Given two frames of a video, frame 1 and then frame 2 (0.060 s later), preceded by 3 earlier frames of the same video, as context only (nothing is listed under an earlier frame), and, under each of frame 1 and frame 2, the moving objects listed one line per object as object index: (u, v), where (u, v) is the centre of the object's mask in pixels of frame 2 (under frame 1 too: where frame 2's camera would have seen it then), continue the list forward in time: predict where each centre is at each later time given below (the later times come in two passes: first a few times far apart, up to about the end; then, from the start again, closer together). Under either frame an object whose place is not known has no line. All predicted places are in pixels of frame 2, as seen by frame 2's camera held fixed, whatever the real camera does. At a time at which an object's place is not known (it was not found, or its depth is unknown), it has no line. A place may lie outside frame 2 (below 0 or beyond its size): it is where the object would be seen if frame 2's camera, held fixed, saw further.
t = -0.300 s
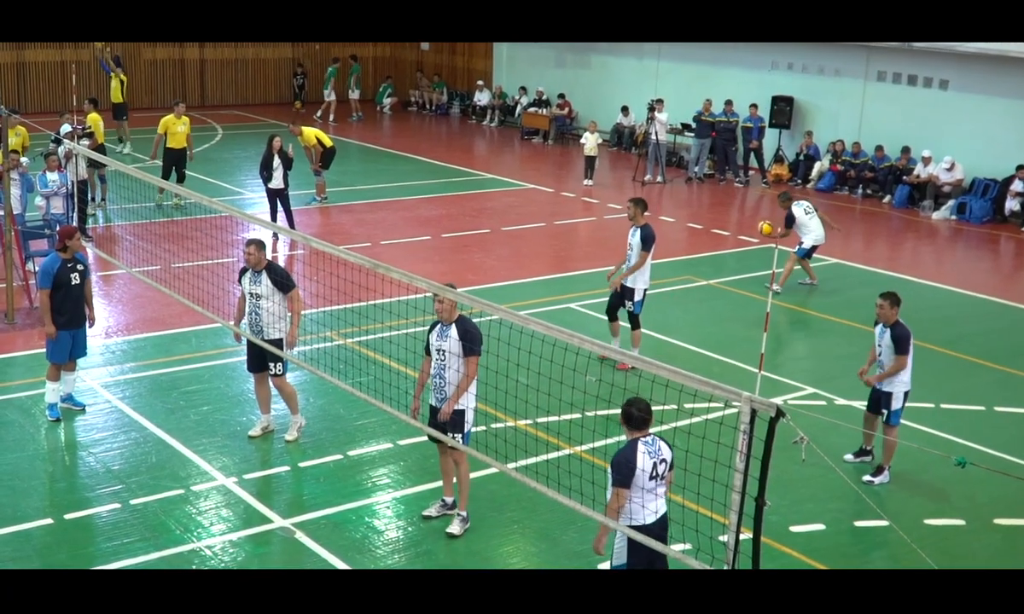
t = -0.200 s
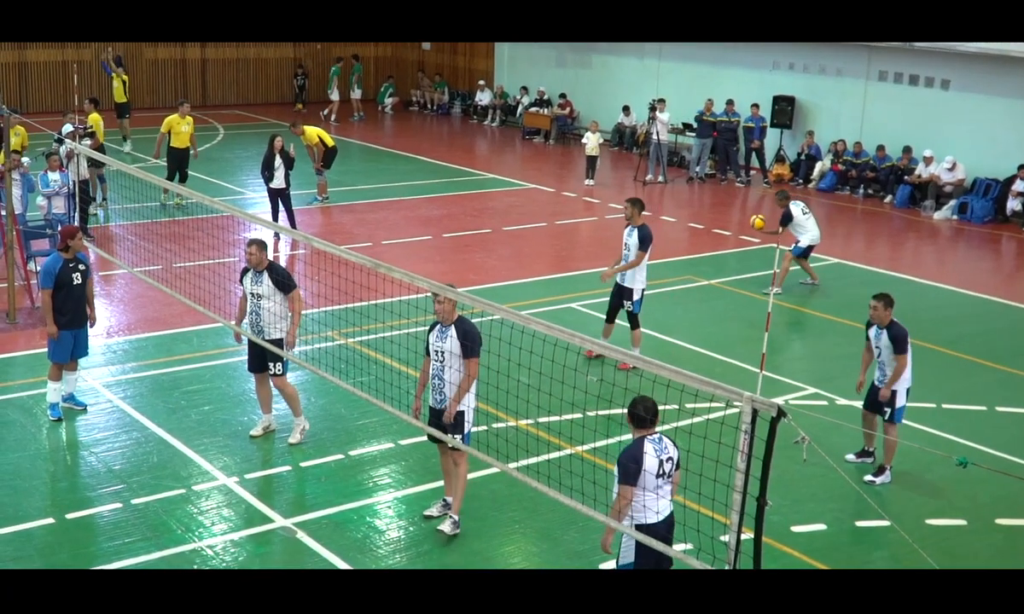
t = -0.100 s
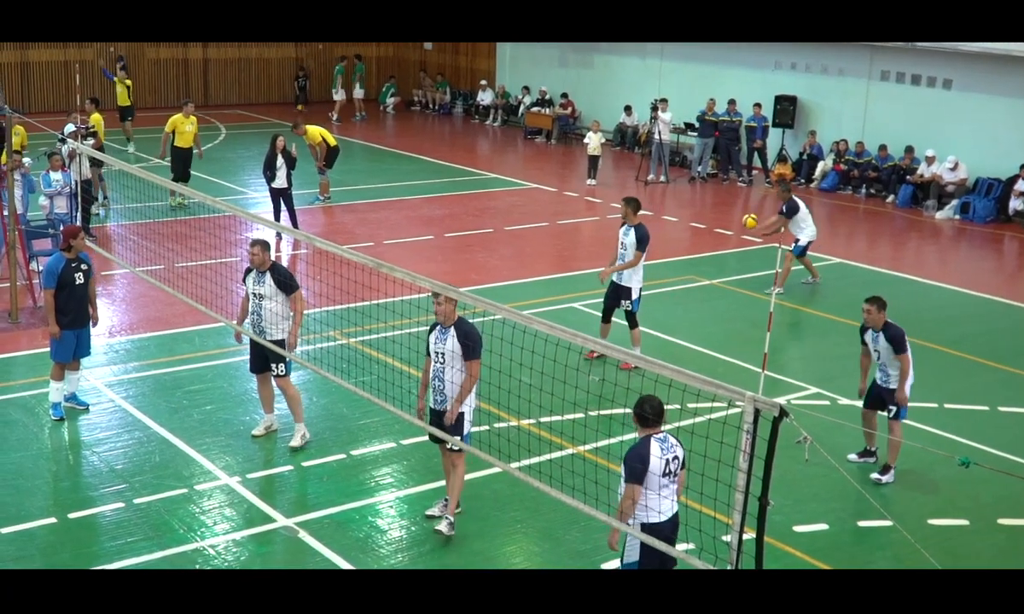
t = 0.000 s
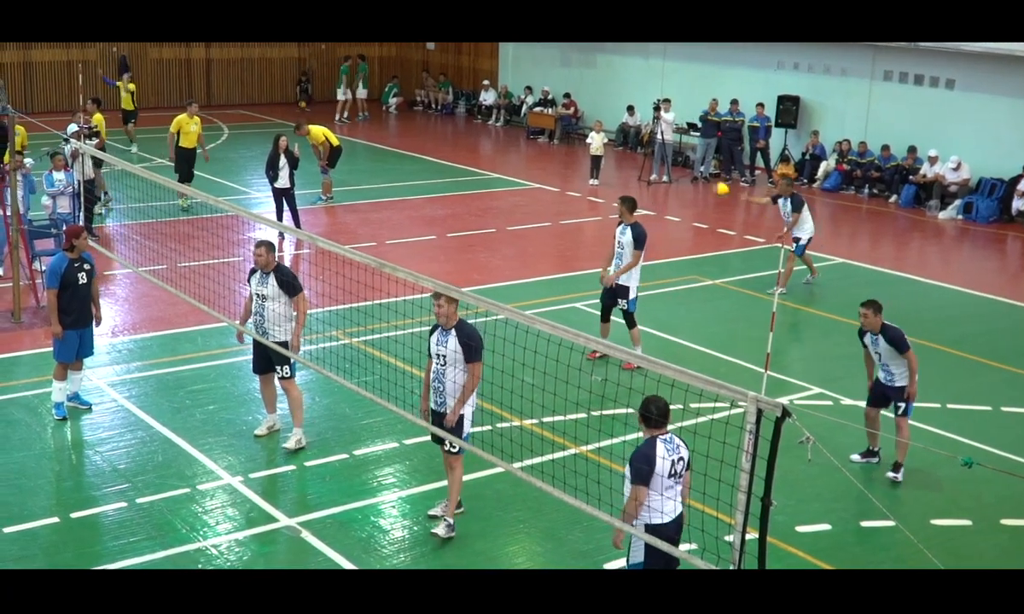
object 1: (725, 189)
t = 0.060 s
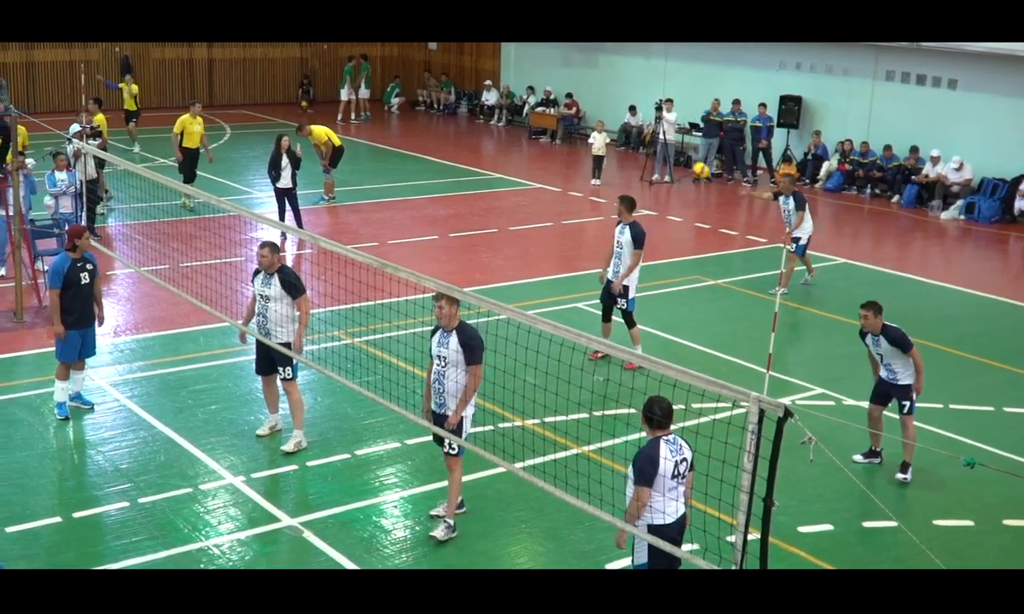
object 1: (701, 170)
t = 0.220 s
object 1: (636, 124)
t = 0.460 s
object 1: (516, 84)
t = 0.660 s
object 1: (391, 82)
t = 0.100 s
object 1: (688, 157)
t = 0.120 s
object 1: (682, 152)
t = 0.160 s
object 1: (662, 140)
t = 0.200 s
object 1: (644, 129)
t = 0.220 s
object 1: (636, 124)
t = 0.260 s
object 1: (618, 114)
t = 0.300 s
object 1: (598, 105)
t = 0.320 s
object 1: (589, 101)
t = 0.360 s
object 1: (571, 95)
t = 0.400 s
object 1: (548, 90)
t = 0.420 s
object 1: (536, 87)
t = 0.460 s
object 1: (516, 84)
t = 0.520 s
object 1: (479, 79)
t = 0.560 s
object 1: (456, 79)
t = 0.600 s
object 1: (431, 80)
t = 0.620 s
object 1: (418, 81)
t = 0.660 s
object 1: (391, 82)
